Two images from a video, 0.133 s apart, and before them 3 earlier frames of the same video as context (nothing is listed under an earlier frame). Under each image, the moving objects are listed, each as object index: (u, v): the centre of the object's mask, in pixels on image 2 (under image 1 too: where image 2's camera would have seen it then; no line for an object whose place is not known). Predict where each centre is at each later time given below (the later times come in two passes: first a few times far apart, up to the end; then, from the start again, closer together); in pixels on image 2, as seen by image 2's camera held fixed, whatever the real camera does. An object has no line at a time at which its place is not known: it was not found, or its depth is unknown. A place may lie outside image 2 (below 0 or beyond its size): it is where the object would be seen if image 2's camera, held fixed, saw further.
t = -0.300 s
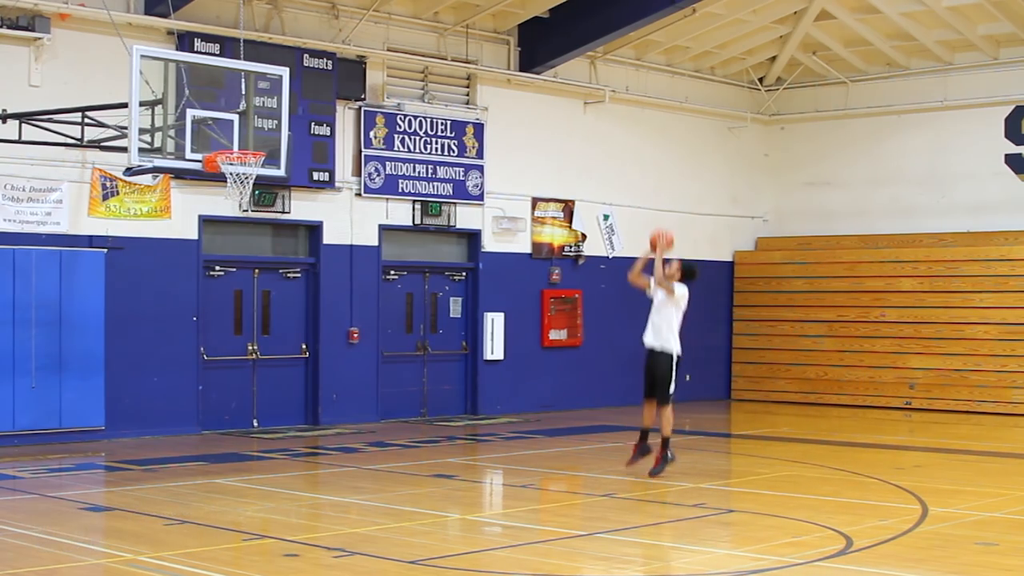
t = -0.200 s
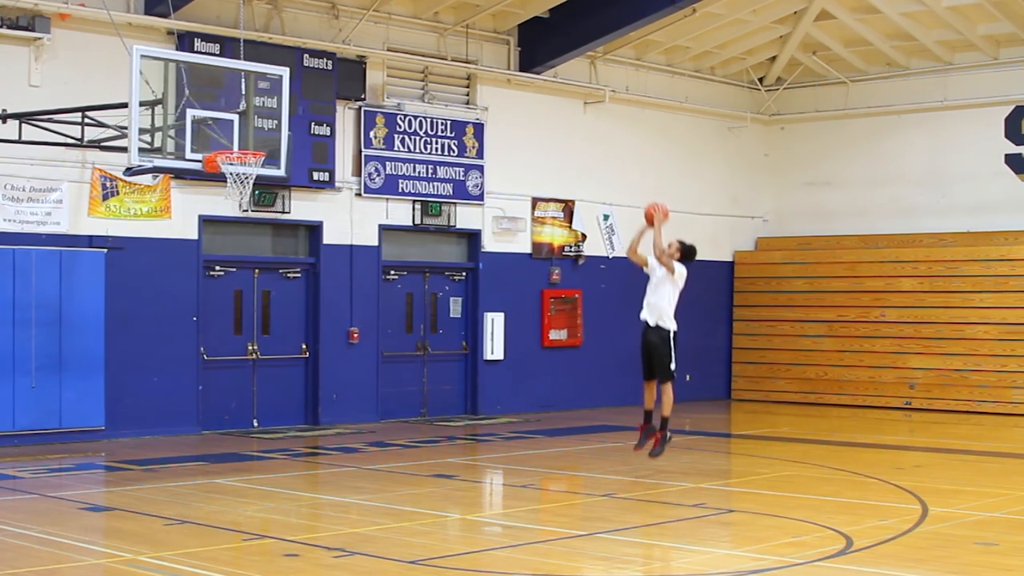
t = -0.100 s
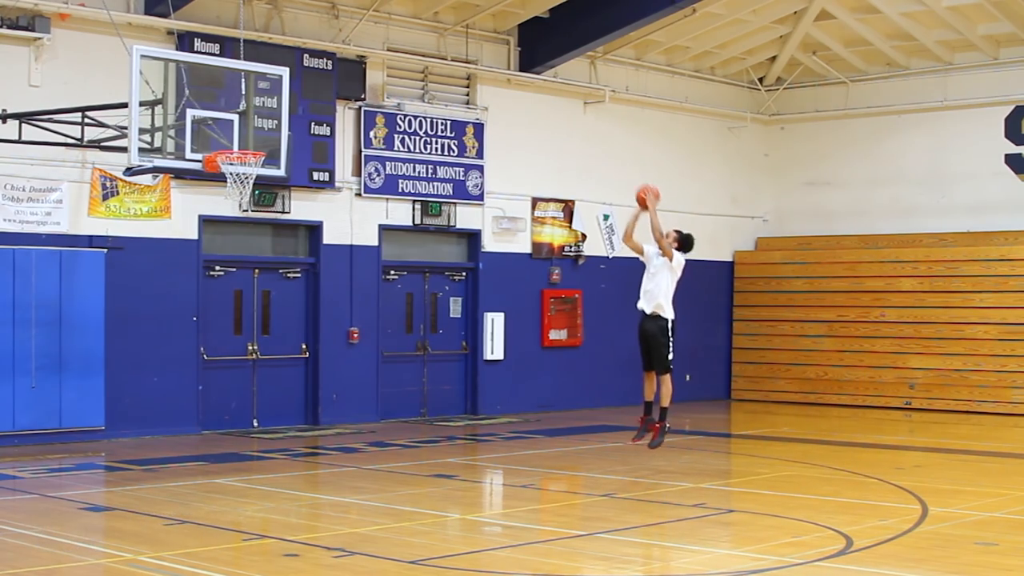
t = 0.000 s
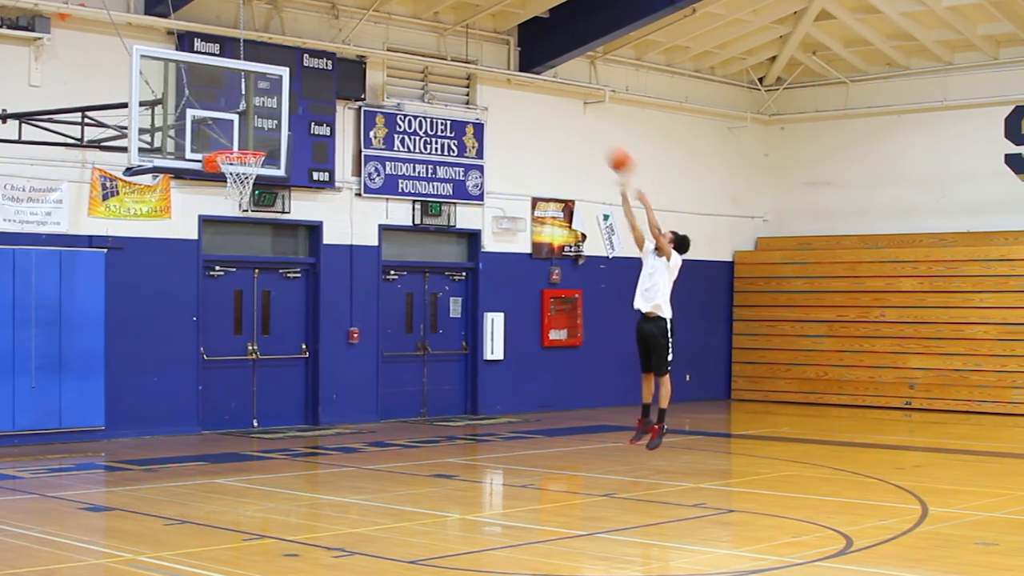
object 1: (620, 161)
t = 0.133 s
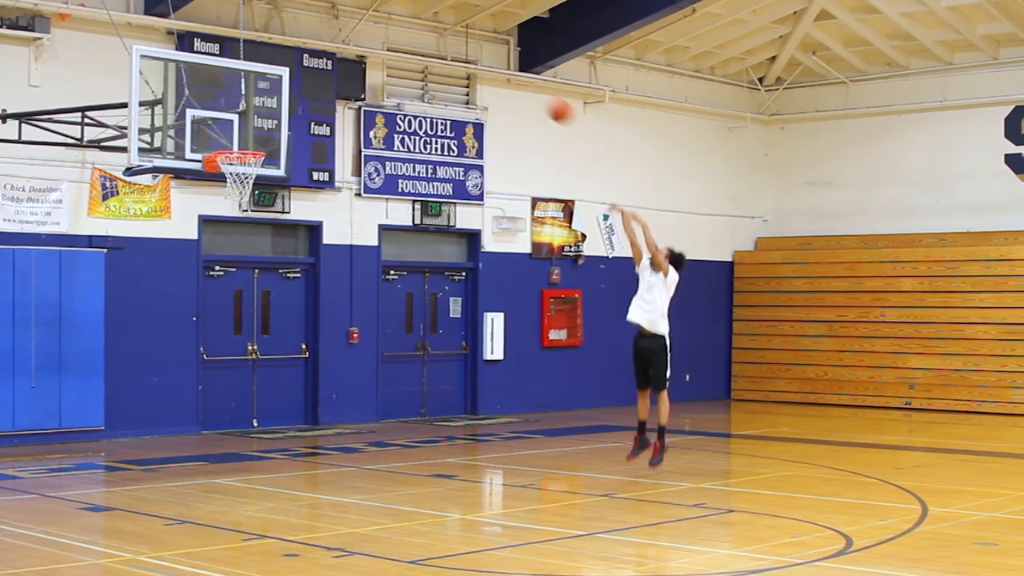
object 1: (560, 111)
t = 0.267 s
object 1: (500, 79)
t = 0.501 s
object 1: (391, 64)
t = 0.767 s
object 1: (268, 119)
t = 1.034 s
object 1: (257, 187)
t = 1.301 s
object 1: (278, 231)
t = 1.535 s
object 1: (294, 329)
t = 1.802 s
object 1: (310, 447)
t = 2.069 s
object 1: (308, 353)
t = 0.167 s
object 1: (545, 101)
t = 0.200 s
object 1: (530, 92)
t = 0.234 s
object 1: (515, 85)
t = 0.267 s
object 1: (500, 79)
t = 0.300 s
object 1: (484, 73)
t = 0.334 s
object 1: (468, 69)
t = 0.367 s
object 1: (454, 66)
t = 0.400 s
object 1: (437, 64)
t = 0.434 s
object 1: (422, 63)
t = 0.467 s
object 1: (407, 63)
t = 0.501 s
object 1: (391, 64)
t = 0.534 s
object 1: (374, 66)
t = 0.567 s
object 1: (358, 71)
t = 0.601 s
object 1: (344, 76)
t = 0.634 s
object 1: (329, 82)
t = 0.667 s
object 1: (314, 89)
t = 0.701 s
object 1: (302, 97)
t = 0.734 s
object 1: (285, 106)
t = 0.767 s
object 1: (268, 119)
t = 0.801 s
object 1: (251, 131)
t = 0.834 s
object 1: (239, 140)
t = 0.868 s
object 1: (226, 157)
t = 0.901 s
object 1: (234, 165)
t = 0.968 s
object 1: (251, 187)
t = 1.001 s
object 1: (254, 187)
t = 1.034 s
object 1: (257, 187)
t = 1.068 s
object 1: (259, 188)
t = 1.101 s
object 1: (263, 195)
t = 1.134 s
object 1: (265, 197)
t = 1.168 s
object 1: (268, 199)
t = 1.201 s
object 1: (270, 205)
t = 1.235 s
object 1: (273, 212)
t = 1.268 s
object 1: (276, 221)
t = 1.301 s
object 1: (278, 231)
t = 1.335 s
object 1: (279, 240)
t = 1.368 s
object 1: (282, 252)
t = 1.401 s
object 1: (284, 265)
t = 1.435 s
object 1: (286, 279)
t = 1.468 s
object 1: (289, 295)
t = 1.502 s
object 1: (292, 311)
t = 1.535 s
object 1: (294, 329)
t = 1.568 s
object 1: (297, 348)
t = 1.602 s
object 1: (299, 369)
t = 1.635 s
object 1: (302, 389)
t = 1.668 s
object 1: (305, 410)
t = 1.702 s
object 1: (307, 432)
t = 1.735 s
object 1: (310, 457)
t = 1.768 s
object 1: (310, 464)
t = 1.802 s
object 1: (310, 447)
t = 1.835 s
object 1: (310, 431)
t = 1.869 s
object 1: (310, 416)
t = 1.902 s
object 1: (309, 404)
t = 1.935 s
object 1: (309, 391)
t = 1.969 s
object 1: (309, 380)
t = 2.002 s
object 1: (309, 370)
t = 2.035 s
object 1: (308, 361)
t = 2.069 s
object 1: (308, 353)
